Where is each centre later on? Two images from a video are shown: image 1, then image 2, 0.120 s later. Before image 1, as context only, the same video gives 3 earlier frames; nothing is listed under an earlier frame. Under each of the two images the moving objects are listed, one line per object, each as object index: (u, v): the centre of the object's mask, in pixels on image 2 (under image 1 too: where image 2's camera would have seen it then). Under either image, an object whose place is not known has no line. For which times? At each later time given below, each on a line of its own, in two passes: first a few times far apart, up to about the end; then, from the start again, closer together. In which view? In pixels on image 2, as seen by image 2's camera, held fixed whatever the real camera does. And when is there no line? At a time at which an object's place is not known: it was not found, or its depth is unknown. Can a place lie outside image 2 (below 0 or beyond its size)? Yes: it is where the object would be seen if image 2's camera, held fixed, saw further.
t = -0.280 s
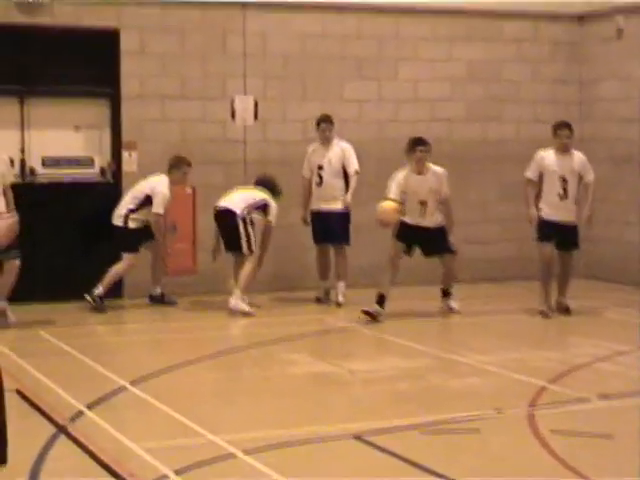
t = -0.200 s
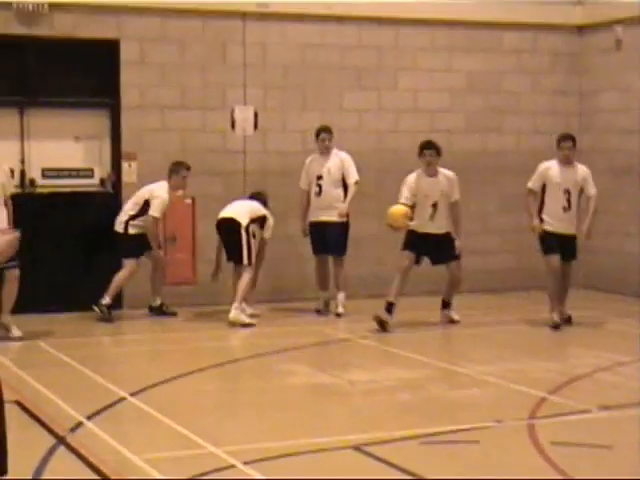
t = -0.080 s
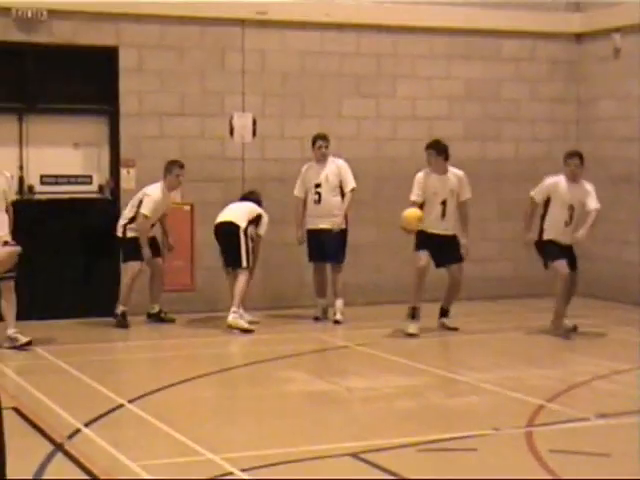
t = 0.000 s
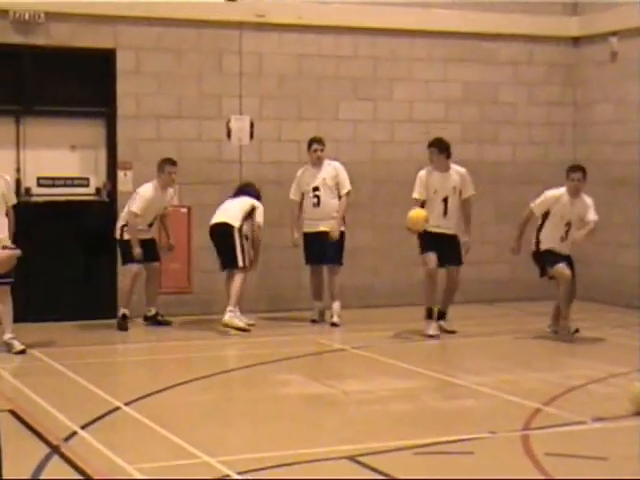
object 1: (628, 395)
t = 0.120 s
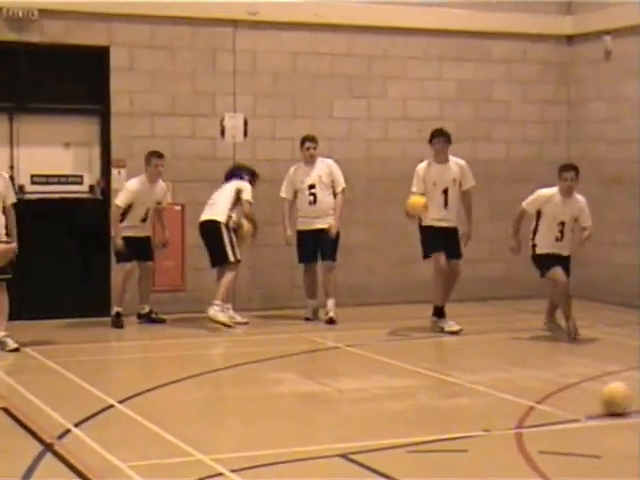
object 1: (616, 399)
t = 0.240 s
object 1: (592, 400)
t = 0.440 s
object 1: (551, 406)
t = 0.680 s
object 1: (501, 410)
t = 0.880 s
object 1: (457, 415)
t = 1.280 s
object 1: (369, 423)
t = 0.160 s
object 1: (608, 399)
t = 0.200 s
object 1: (601, 400)
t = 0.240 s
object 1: (592, 400)
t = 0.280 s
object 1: (583, 402)
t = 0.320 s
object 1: (576, 403)
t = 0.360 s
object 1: (567, 404)
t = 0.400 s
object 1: (560, 406)
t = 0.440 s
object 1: (551, 406)
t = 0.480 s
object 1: (543, 406)
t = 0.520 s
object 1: (534, 407)
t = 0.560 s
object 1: (524, 408)
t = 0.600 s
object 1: (518, 409)
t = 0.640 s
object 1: (509, 410)
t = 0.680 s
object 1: (501, 410)
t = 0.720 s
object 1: (493, 411)
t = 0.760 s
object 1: (485, 411)
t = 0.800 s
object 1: (475, 413)
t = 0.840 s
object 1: (467, 414)
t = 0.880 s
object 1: (457, 415)
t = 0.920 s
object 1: (448, 415)
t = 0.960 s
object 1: (439, 416)
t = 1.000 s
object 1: (430, 417)
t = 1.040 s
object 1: (422, 418)
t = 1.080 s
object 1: (414, 420)
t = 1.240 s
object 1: (376, 422)
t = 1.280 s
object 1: (369, 423)
